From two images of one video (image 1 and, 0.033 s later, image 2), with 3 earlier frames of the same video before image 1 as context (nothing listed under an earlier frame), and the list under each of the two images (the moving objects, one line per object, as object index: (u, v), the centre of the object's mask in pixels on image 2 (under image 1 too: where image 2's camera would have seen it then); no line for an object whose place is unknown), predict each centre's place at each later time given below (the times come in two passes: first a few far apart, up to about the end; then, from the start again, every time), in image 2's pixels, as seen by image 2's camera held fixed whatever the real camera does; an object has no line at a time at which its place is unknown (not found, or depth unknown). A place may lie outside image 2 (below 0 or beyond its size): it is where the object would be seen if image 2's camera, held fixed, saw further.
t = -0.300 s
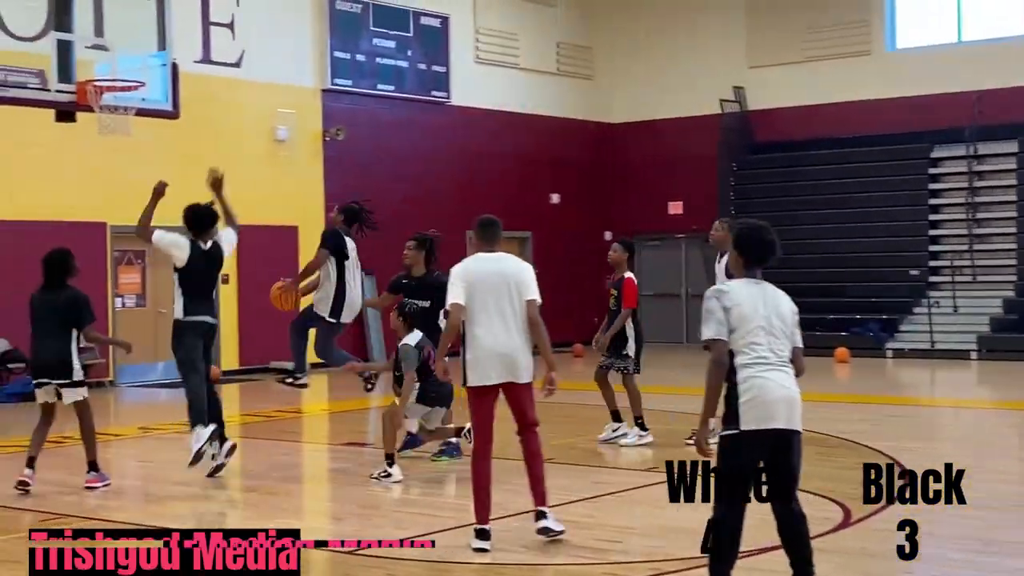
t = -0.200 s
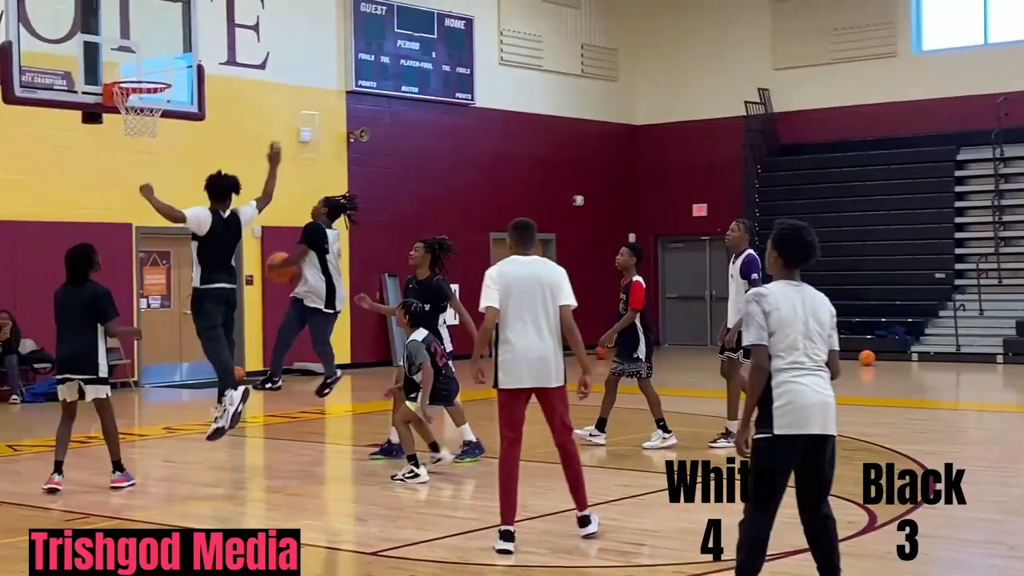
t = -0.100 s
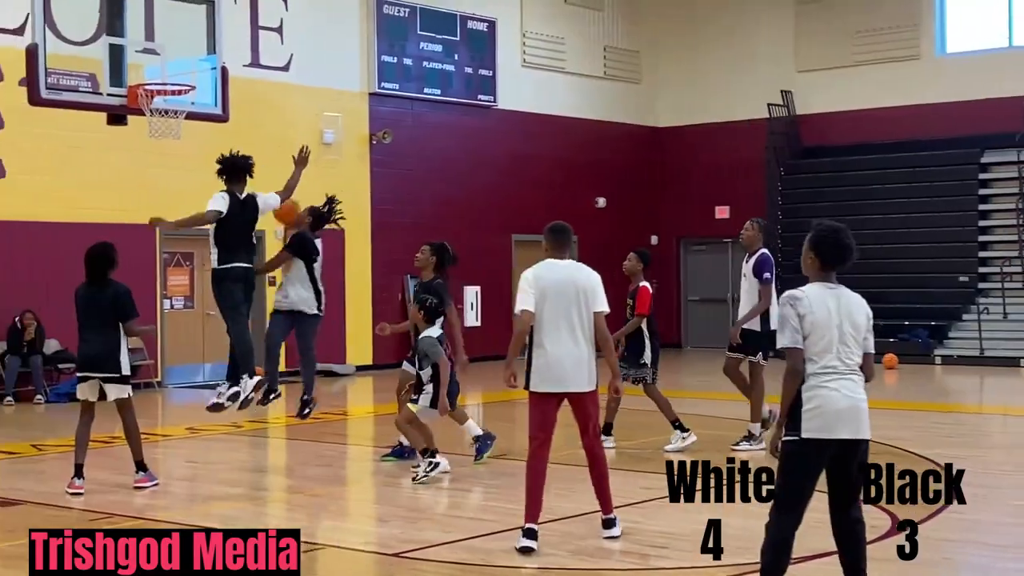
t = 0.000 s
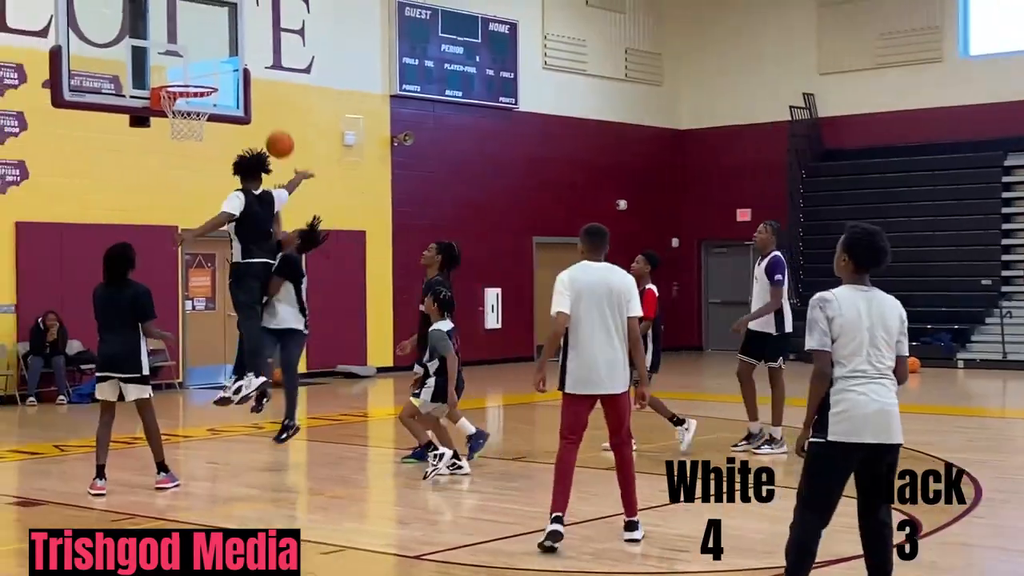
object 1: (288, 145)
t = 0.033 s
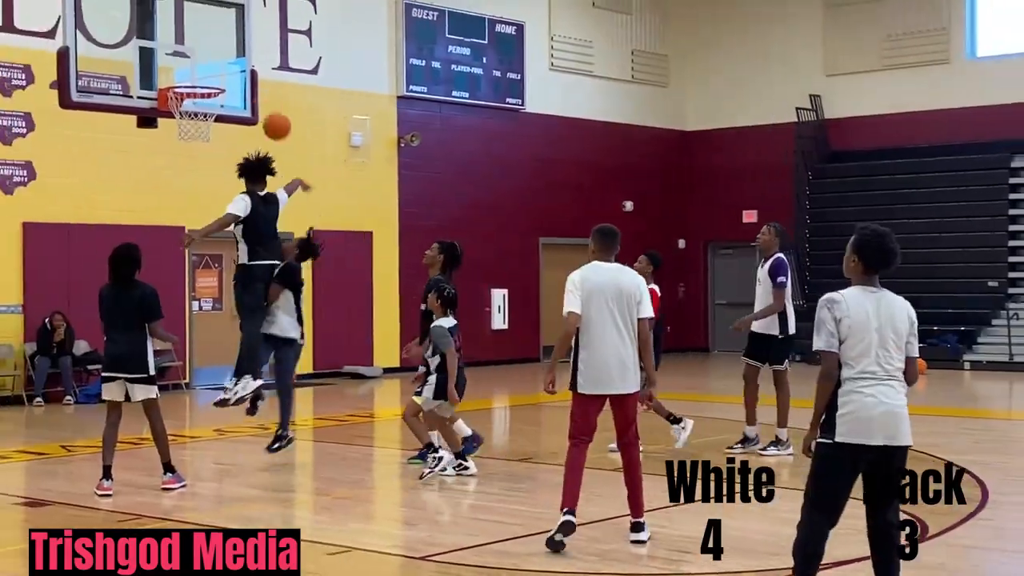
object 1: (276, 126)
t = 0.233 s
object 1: (233, 44)
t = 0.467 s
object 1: (237, 18)
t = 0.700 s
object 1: (244, 60)
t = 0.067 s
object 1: (266, 109)
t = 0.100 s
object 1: (257, 91)
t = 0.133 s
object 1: (246, 77)
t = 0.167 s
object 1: (236, 63)
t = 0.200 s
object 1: (232, 52)
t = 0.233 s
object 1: (233, 44)
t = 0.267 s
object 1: (233, 36)
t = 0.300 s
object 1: (233, 30)
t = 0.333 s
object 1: (234, 25)
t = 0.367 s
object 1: (235, 22)
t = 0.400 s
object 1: (236, 19)
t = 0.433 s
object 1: (237, 18)
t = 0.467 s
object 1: (237, 18)
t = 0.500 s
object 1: (239, 20)
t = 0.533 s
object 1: (239, 23)
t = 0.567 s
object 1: (240, 28)
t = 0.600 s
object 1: (241, 33)
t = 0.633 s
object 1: (242, 41)
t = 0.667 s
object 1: (243, 49)
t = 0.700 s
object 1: (244, 60)
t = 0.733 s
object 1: (246, 71)
